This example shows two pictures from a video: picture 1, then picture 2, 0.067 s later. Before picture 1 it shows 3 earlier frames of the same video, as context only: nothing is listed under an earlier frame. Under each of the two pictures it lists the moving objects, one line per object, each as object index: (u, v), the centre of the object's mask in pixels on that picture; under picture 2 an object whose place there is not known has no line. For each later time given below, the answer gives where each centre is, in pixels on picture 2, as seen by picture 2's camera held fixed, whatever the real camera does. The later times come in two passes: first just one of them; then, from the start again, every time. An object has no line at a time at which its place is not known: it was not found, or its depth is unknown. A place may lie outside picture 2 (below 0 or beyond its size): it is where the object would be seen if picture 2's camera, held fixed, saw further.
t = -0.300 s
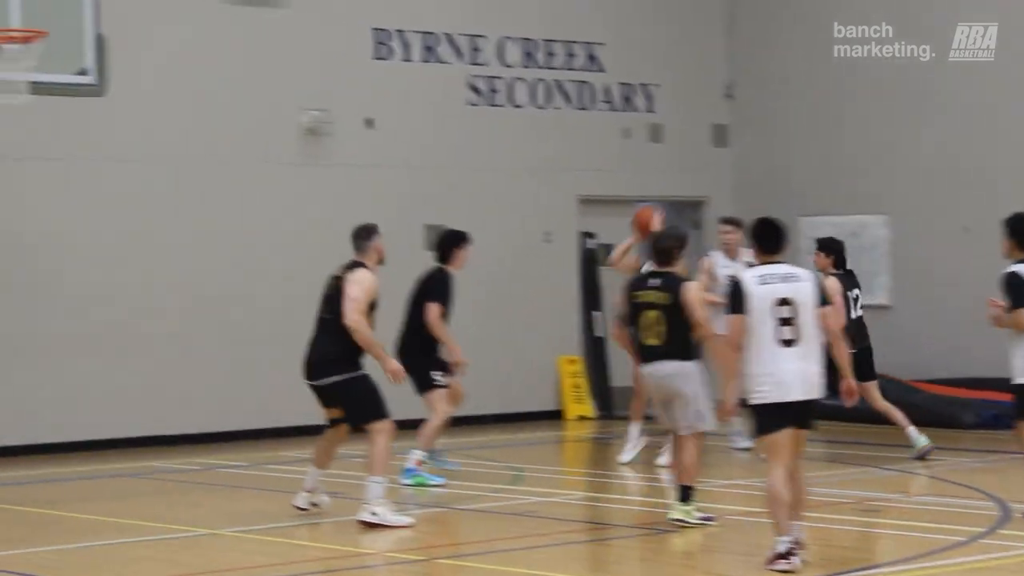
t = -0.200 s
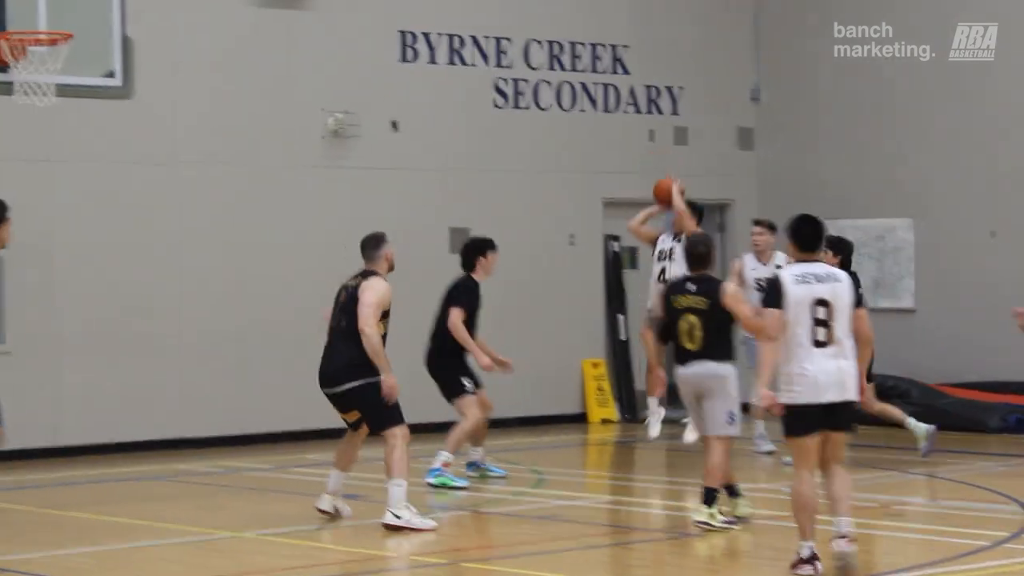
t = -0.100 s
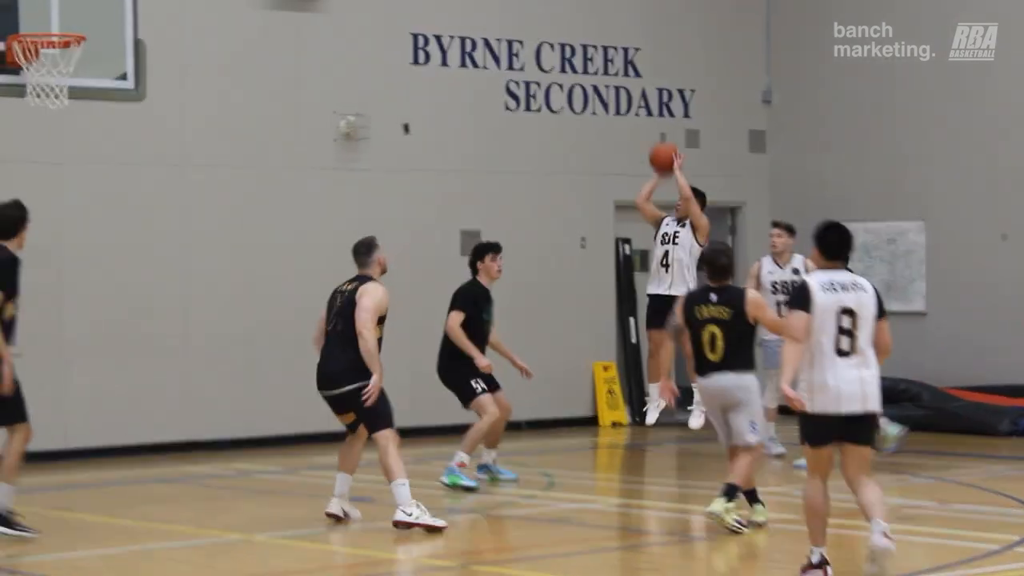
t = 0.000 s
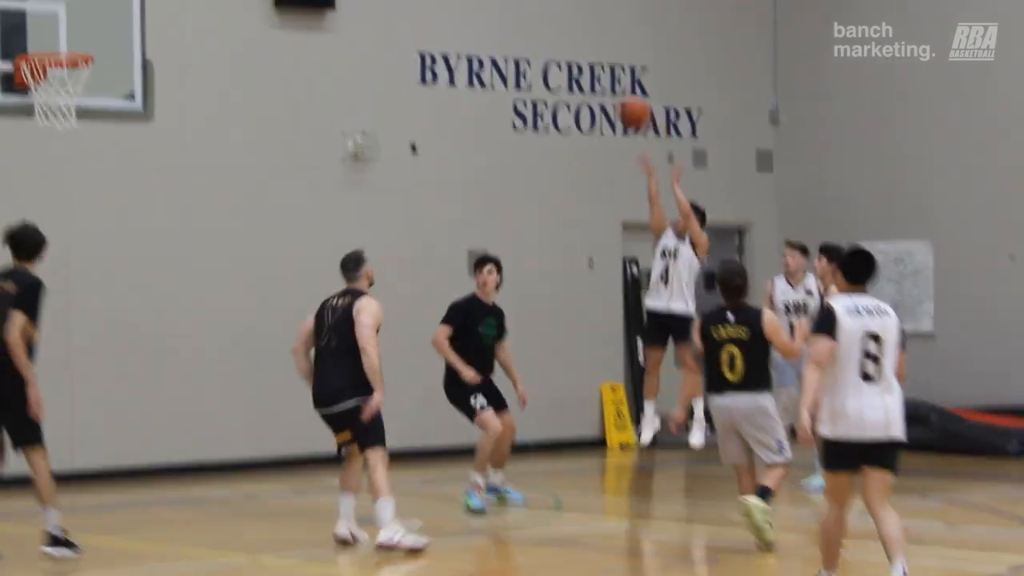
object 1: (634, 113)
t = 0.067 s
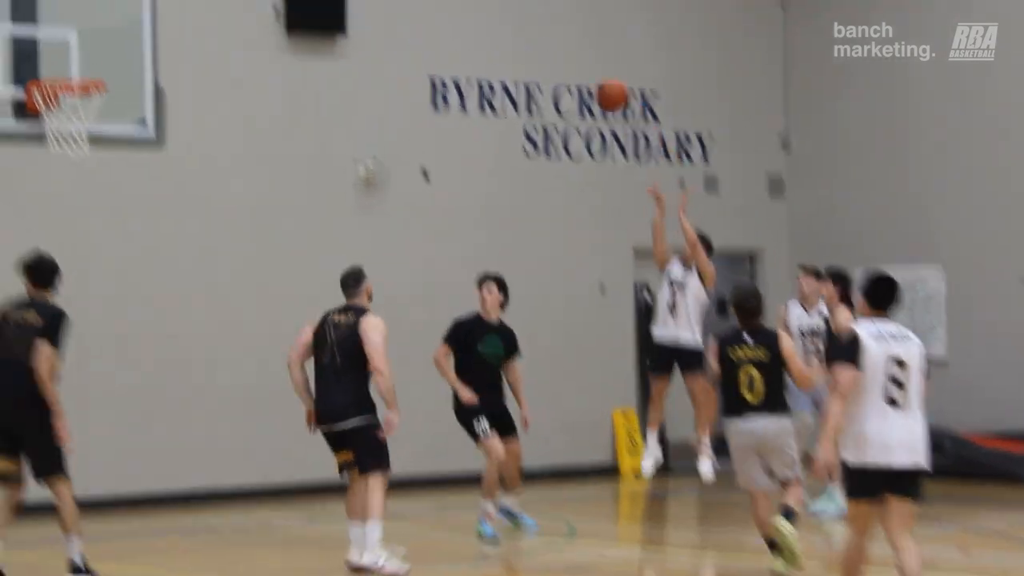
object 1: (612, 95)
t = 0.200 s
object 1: (541, 24)
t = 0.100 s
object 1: (594, 75)
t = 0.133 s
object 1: (577, 57)
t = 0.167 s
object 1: (559, 40)
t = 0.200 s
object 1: (541, 24)
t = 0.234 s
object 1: (524, 9)
